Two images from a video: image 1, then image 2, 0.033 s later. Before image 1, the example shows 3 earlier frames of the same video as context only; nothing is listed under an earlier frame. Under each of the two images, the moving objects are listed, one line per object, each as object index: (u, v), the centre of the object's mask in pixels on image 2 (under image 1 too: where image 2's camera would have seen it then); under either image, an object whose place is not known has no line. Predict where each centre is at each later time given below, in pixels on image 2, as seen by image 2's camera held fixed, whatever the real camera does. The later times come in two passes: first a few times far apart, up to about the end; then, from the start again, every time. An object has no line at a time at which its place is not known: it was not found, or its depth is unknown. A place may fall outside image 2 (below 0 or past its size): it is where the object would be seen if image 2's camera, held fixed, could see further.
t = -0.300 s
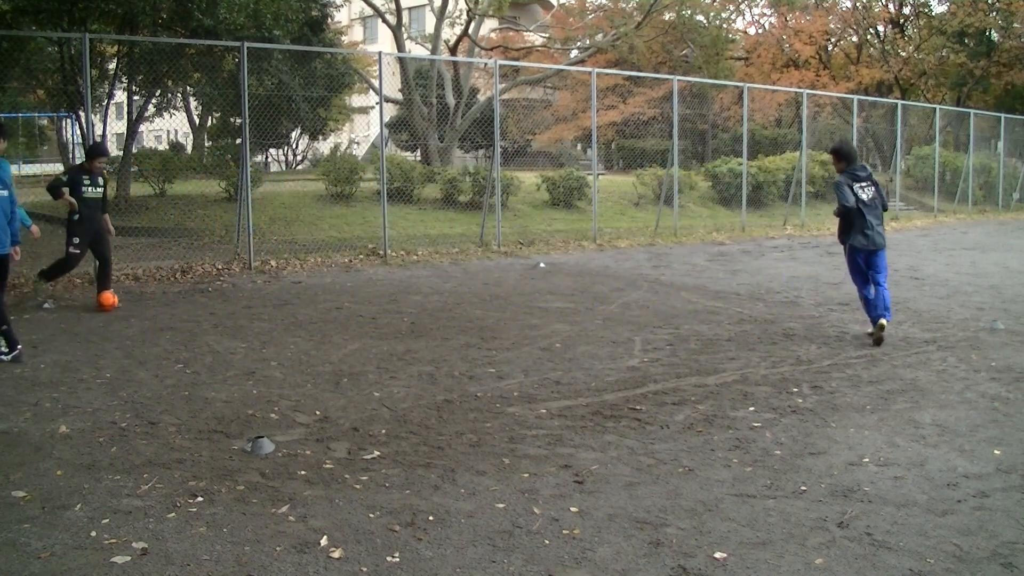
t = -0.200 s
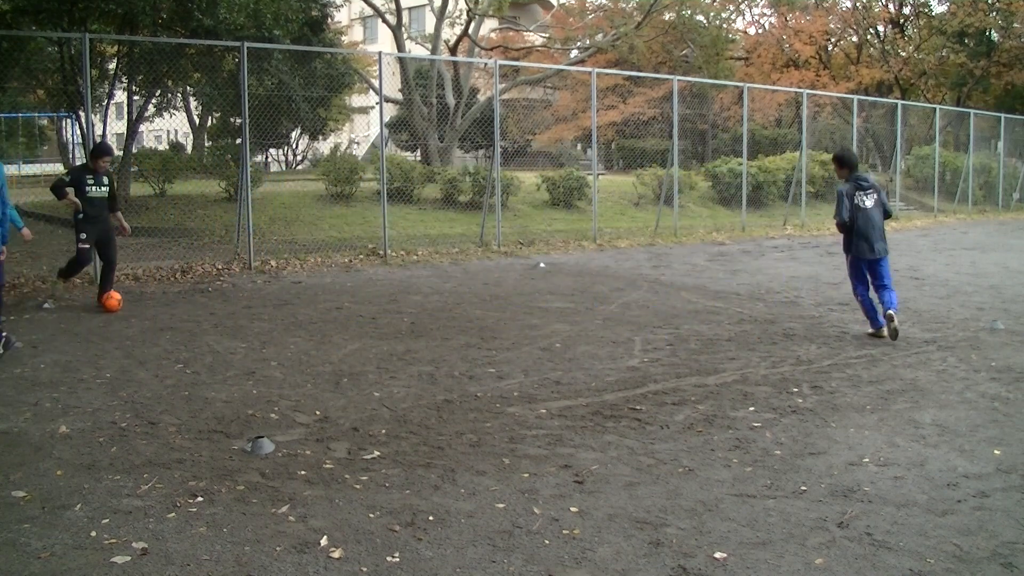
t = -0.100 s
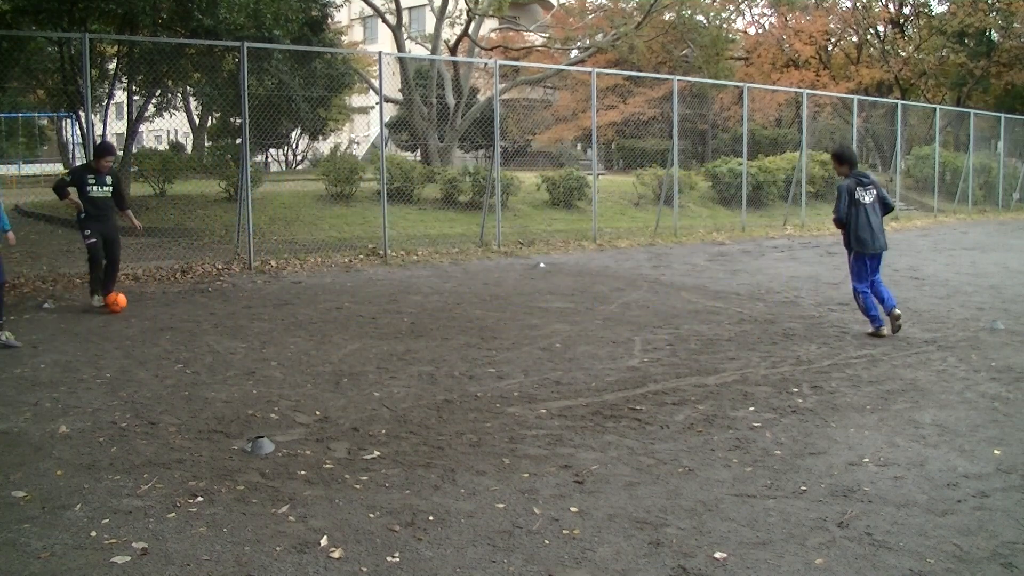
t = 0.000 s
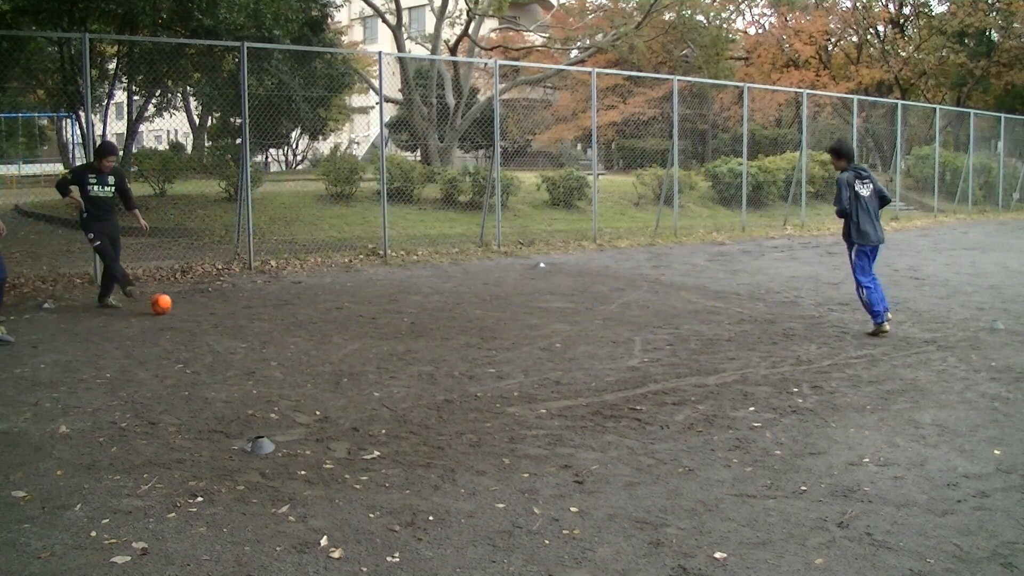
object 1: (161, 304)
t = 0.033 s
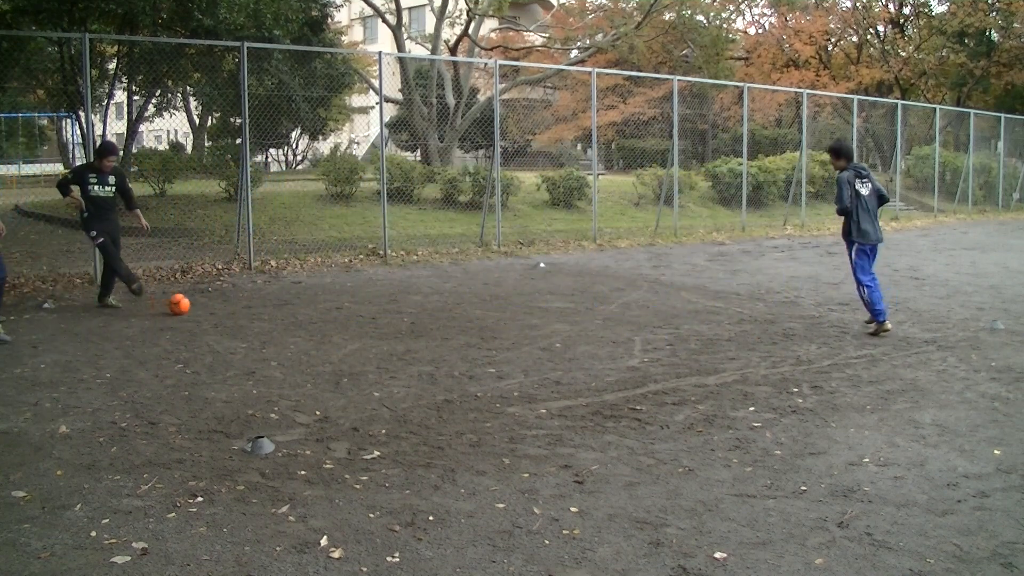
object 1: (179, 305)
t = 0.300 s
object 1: (304, 307)
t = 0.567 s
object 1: (413, 310)
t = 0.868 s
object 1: (533, 312)
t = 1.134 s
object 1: (639, 313)
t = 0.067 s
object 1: (196, 305)
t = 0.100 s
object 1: (213, 304)
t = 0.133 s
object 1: (230, 306)
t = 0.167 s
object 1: (245, 305)
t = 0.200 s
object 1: (261, 306)
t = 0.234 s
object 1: (276, 307)
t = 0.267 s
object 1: (290, 306)
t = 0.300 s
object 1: (304, 307)
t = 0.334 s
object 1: (319, 307)
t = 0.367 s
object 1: (332, 307)
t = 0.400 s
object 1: (346, 307)
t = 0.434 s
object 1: (359, 309)
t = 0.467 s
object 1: (372, 308)
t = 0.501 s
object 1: (385, 307)
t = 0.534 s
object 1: (399, 309)
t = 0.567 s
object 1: (413, 310)
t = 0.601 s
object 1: (426, 309)
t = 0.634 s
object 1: (439, 307)
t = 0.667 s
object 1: (452, 308)
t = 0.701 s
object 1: (466, 310)
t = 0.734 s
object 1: (479, 312)
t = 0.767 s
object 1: (493, 311)
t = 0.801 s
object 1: (506, 311)
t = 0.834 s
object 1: (519, 312)
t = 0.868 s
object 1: (533, 312)
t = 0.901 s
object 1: (547, 313)
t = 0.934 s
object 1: (560, 311)
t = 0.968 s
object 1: (573, 311)
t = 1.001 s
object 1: (586, 312)
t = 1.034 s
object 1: (599, 312)
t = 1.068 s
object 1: (613, 312)
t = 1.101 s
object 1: (626, 312)
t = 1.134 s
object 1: (639, 313)
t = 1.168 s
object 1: (652, 312)
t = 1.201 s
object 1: (665, 313)
